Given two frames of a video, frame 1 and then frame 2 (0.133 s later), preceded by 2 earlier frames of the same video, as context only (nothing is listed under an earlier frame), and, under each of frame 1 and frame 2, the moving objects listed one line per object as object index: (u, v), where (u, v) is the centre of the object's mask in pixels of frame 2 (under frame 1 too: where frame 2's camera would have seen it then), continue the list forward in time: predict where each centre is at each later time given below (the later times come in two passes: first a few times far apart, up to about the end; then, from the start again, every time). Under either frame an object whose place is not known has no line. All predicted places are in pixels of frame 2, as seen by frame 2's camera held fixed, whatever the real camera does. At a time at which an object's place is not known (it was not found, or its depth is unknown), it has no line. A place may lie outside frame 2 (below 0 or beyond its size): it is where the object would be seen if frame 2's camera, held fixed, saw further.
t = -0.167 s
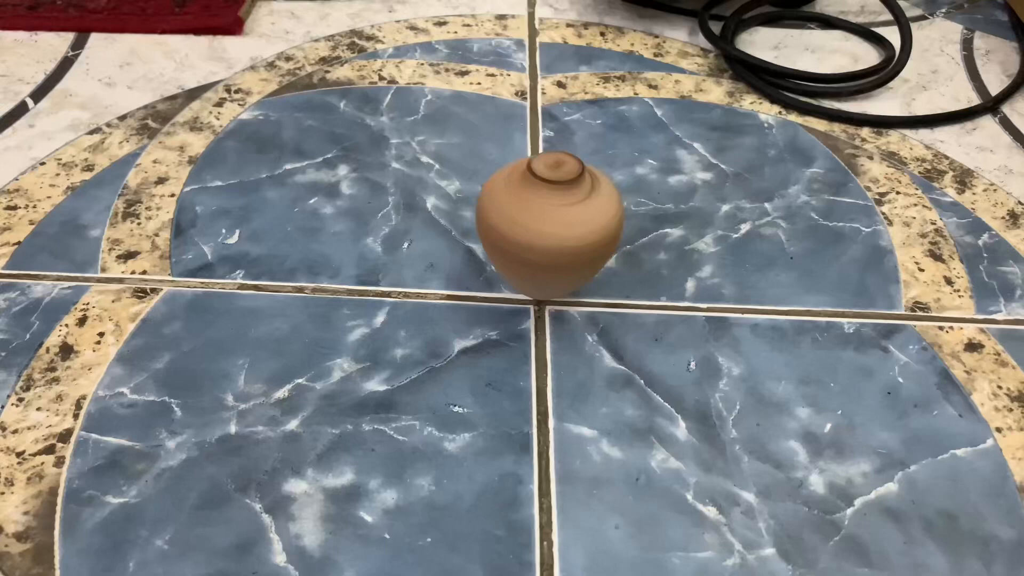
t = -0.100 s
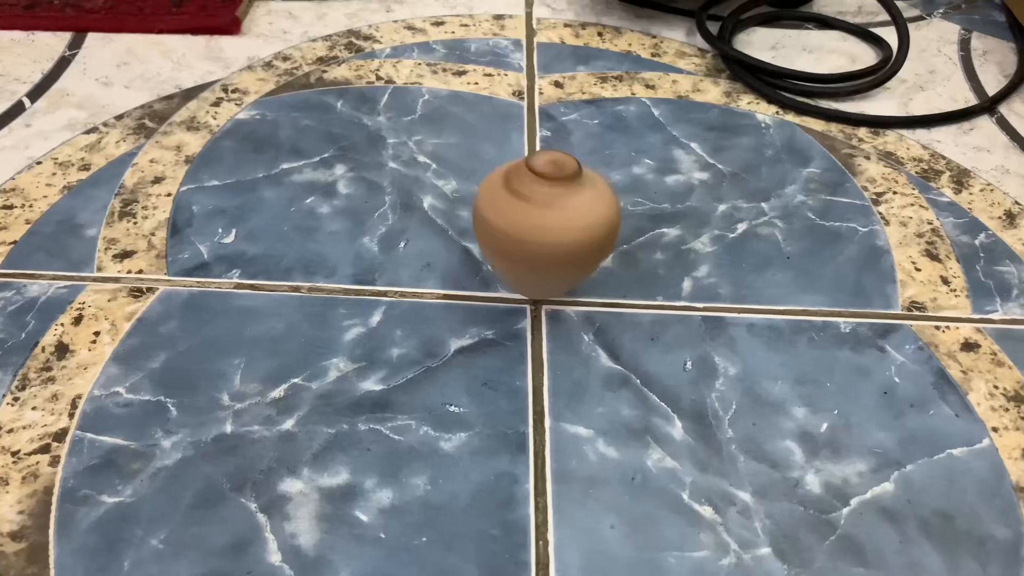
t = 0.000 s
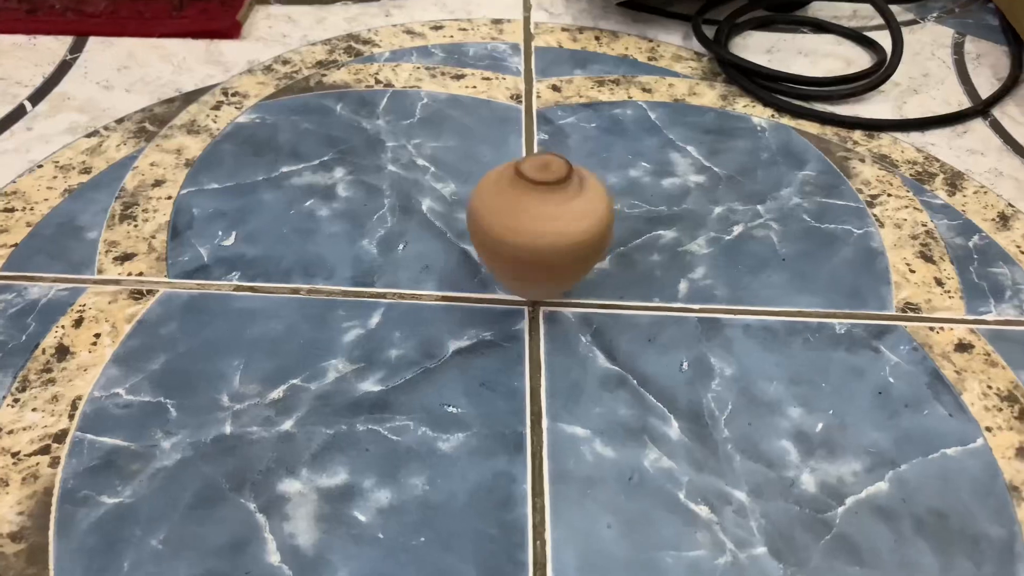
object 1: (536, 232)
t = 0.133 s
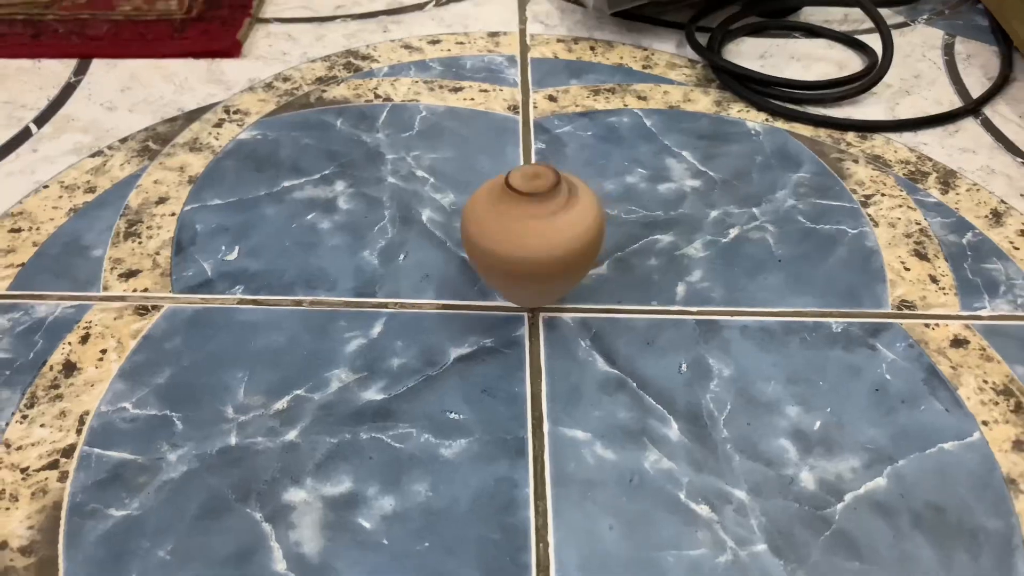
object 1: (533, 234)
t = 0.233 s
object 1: (535, 235)
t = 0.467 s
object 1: (539, 238)
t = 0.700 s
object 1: (546, 236)
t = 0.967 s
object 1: (539, 233)
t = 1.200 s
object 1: (537, 235)
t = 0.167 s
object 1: (534, 234)
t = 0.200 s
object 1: (535, 234)
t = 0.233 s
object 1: (535, 235)
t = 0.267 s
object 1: (535, 236)
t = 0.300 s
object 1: (536, 237)
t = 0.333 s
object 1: (537, 237)
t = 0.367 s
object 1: (538, 238)
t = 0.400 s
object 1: (538, 237)
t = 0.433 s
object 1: (538, 238)
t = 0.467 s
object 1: (539, 238)
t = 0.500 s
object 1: (542, 238)
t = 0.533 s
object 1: (544, 238)
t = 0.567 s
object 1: (544, 237)
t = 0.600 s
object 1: (543, 236)
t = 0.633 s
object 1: (543, 236)
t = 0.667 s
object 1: (544, 236)
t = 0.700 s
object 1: (546, 236)
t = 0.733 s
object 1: (545, 235)
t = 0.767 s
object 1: (544, 234)
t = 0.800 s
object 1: (543, 234)
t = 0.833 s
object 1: (543, 234)
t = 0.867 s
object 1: (543, 233)
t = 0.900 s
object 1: (542, 233)
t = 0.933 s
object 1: (540, 233)
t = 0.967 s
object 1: (539, 233)
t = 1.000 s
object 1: (540, 234)
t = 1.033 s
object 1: (540, 234)
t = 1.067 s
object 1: (539, 234)
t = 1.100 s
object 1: (537, 234)
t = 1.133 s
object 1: (536, 235)
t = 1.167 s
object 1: (536, 235)
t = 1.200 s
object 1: (537, 235)
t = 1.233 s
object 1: (537, 236)
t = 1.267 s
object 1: (538, 237)
